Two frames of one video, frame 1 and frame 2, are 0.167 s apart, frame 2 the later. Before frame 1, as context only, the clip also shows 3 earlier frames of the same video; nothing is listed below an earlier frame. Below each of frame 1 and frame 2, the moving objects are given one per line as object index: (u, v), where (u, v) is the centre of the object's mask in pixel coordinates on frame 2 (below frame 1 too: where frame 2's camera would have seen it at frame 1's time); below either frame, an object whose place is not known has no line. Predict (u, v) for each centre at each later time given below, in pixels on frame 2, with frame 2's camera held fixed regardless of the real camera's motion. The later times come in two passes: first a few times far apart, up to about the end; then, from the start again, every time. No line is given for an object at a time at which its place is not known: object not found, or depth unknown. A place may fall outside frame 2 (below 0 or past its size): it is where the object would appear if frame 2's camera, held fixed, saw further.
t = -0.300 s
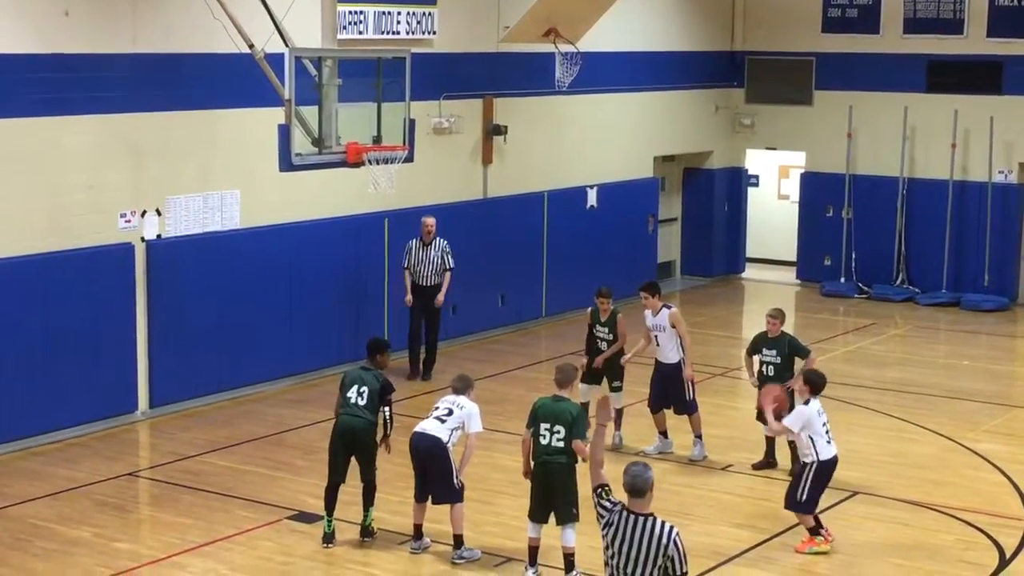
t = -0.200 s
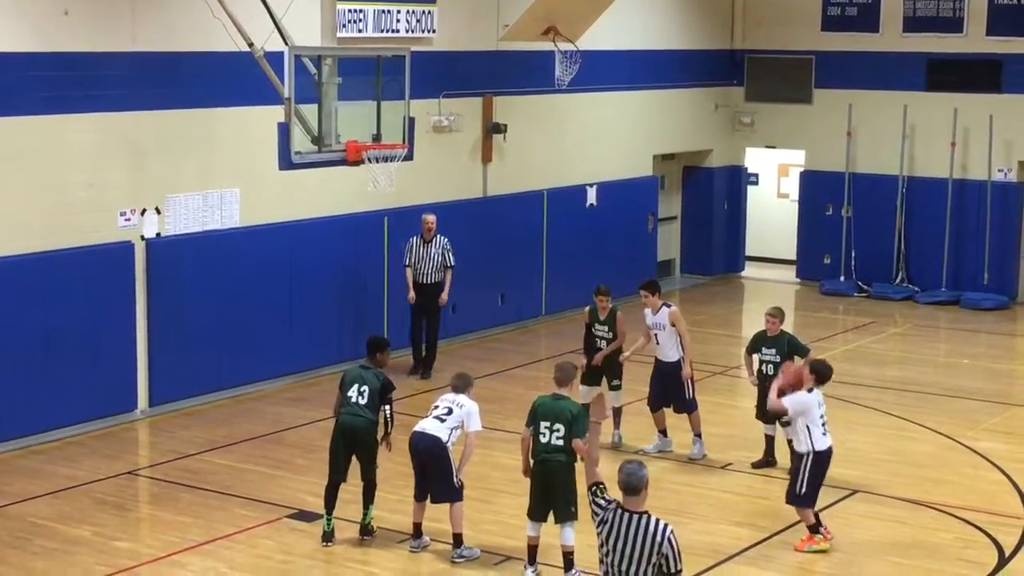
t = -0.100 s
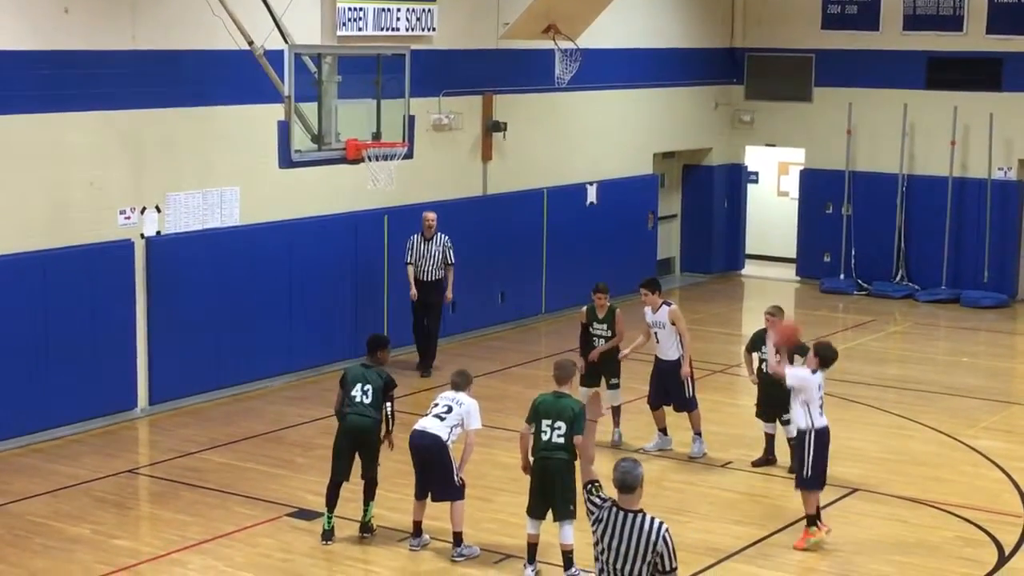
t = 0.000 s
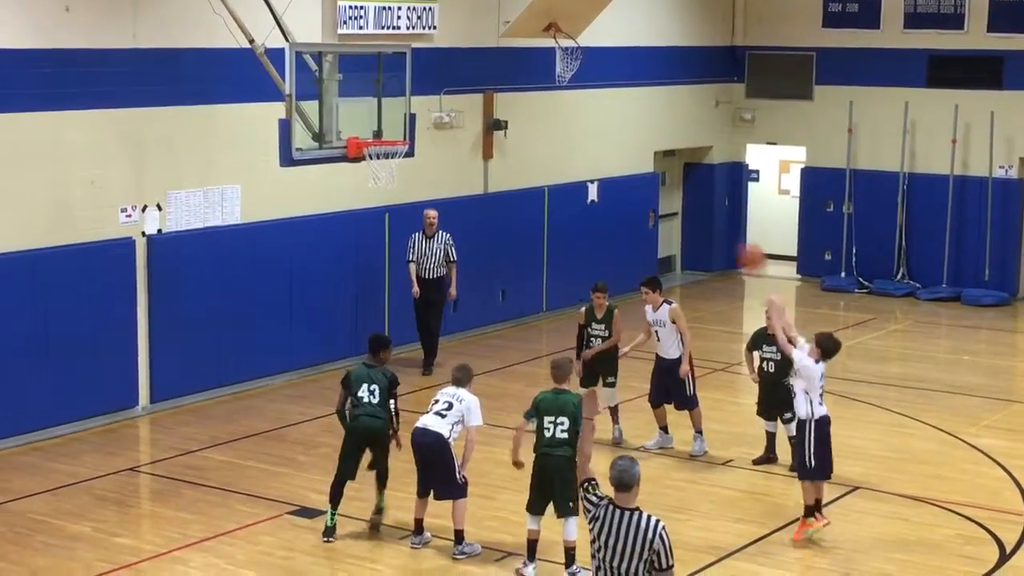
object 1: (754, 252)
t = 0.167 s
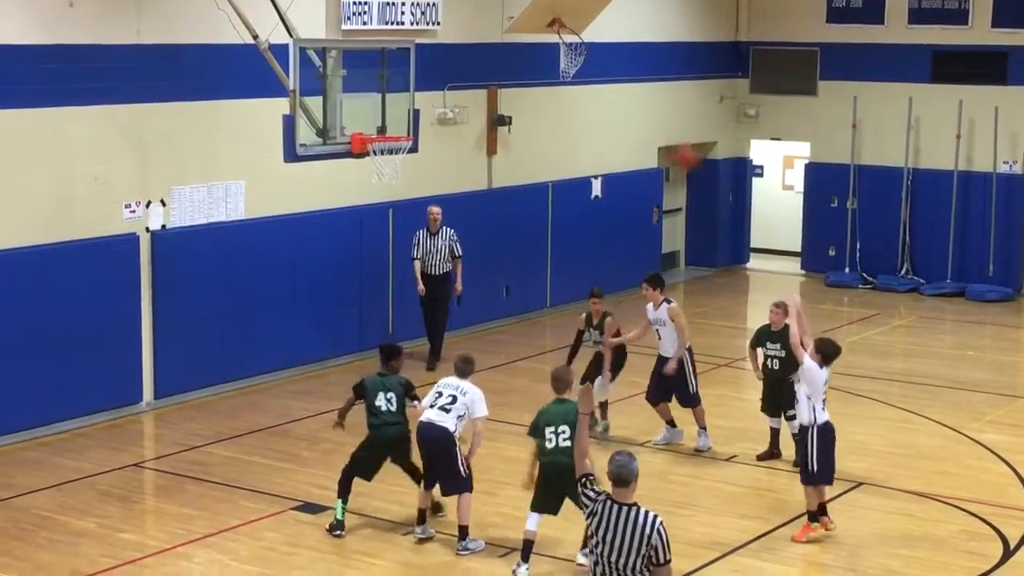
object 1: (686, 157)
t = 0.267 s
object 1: (641, 114)
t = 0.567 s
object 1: (521, 58)
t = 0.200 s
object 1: (669, 141)
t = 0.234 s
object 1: (655, 126)
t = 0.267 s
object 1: (641, 114)
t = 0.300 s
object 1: (627, 102)
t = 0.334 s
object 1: (613, 92)
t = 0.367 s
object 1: (600, 82)
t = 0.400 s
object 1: (588, 76)
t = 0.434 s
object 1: (574, 71)
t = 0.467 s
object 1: (561, 66)
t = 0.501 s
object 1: (547, 61)
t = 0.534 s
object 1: (534, 59)
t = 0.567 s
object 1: (521, 58)
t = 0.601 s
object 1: (508, 57)
